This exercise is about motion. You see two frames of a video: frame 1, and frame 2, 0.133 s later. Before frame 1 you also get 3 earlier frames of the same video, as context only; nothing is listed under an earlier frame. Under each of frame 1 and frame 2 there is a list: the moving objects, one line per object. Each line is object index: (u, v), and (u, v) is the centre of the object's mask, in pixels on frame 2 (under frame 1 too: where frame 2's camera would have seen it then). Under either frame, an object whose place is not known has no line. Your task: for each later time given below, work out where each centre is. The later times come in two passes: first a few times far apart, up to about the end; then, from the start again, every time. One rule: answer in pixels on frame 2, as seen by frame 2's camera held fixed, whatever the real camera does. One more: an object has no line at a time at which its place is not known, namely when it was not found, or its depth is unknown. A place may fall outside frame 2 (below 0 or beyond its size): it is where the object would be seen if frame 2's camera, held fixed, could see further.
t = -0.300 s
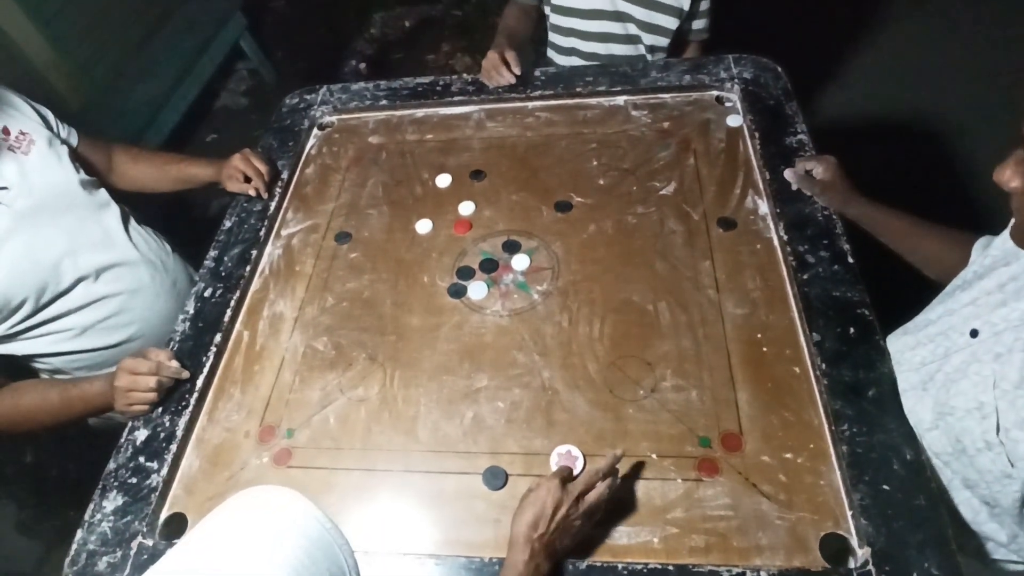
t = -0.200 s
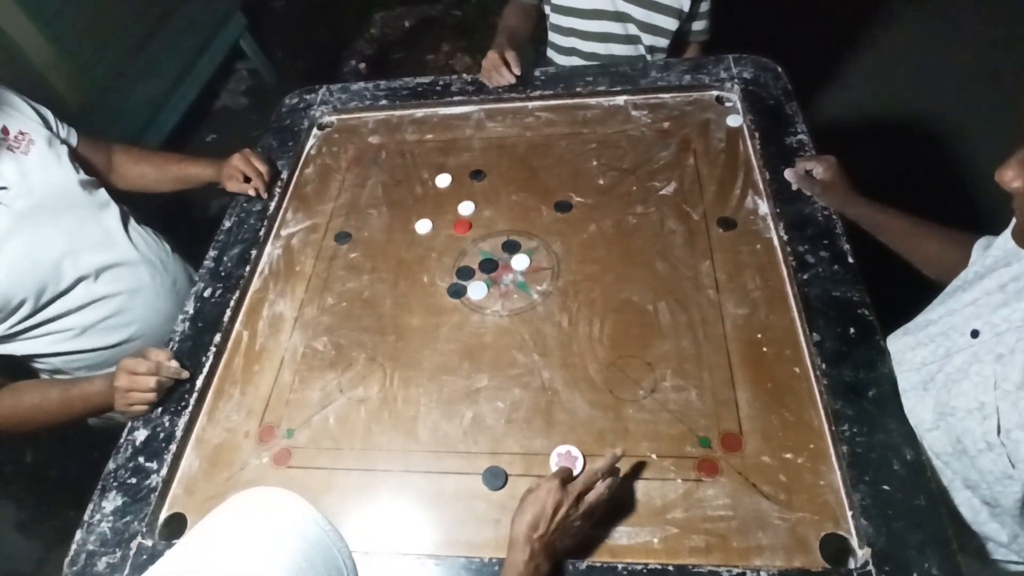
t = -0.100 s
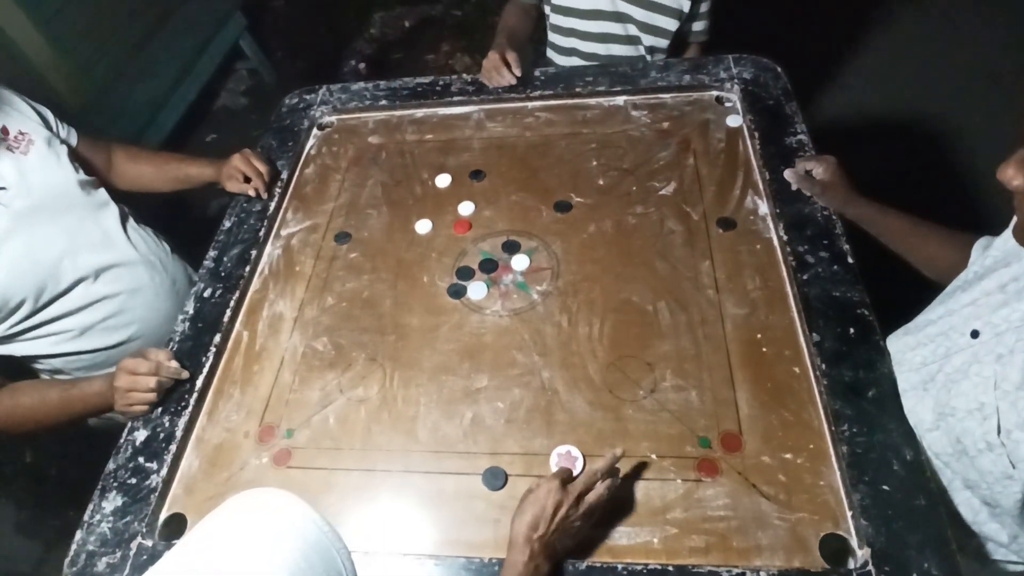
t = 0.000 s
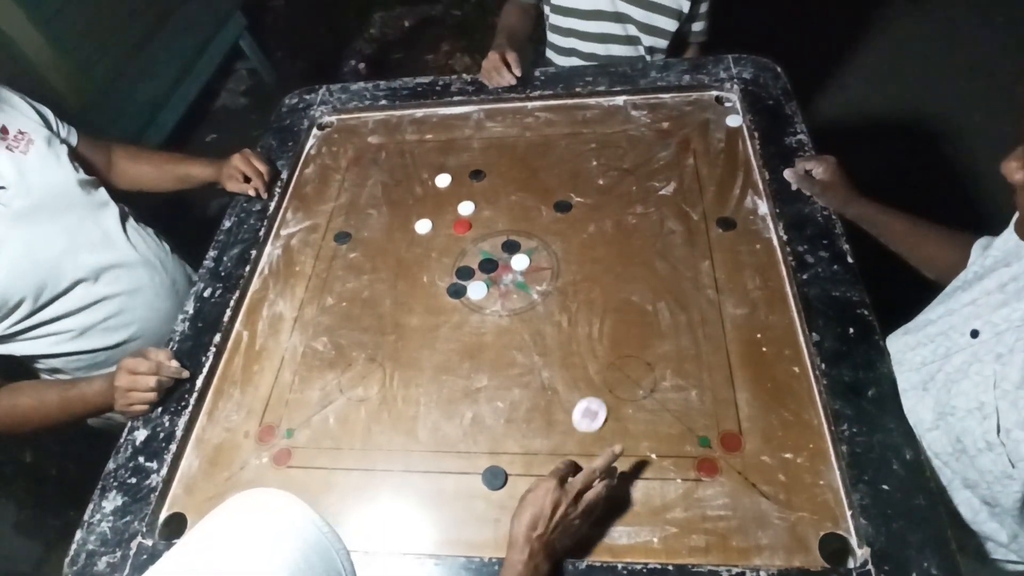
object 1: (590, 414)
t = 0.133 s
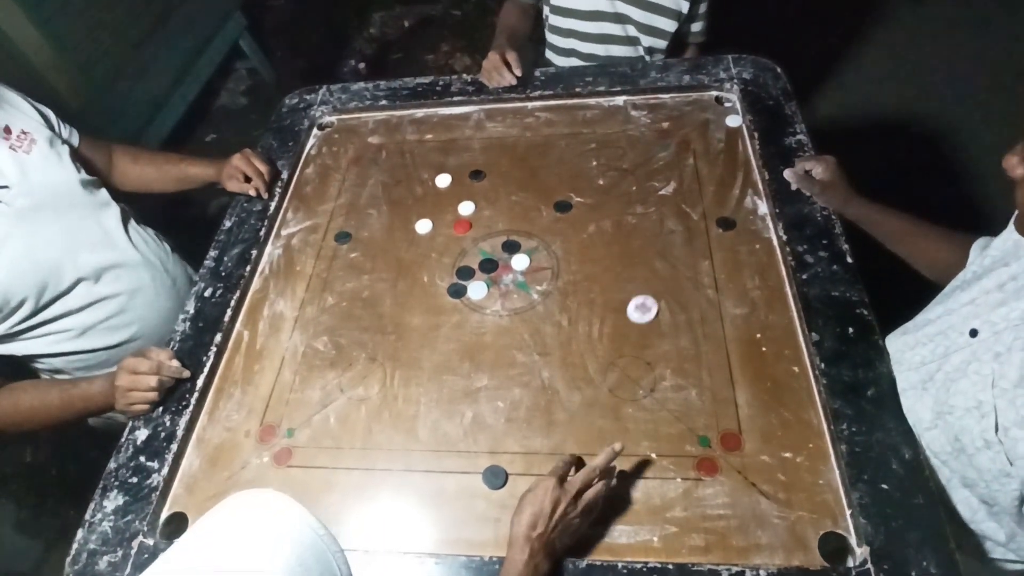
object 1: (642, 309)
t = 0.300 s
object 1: (692, 212)
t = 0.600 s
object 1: (724, 127)
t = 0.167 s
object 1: (653, 287)
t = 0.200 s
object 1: (664, 266)
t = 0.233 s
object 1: (674, 247)
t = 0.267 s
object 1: (683, 229)
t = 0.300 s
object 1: (692, 212)
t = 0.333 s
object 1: (700, 197)
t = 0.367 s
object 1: (707, 183)
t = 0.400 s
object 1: (715, 169)
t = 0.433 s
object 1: (722, 156)
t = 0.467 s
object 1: (728, 144)
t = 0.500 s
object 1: (734, 133)
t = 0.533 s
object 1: (731, 130)
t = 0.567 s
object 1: (727, 128)
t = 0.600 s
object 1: (724, 127)
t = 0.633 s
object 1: (722, 125)
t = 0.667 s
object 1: (721, 125)
